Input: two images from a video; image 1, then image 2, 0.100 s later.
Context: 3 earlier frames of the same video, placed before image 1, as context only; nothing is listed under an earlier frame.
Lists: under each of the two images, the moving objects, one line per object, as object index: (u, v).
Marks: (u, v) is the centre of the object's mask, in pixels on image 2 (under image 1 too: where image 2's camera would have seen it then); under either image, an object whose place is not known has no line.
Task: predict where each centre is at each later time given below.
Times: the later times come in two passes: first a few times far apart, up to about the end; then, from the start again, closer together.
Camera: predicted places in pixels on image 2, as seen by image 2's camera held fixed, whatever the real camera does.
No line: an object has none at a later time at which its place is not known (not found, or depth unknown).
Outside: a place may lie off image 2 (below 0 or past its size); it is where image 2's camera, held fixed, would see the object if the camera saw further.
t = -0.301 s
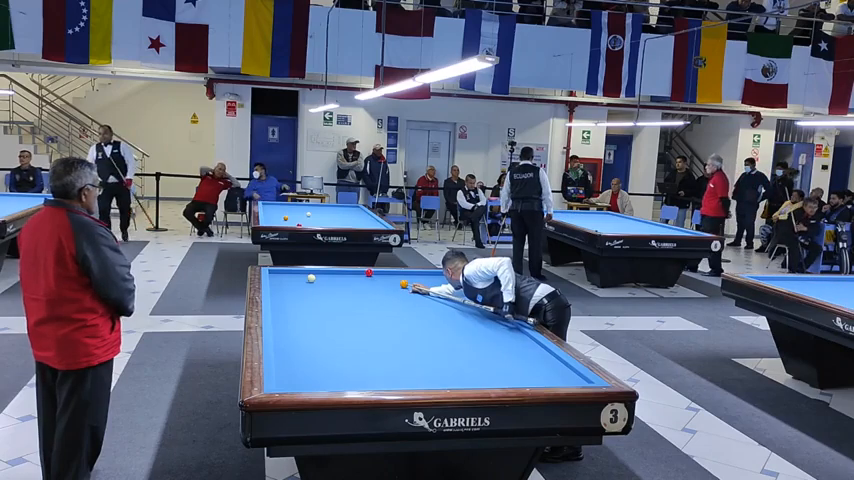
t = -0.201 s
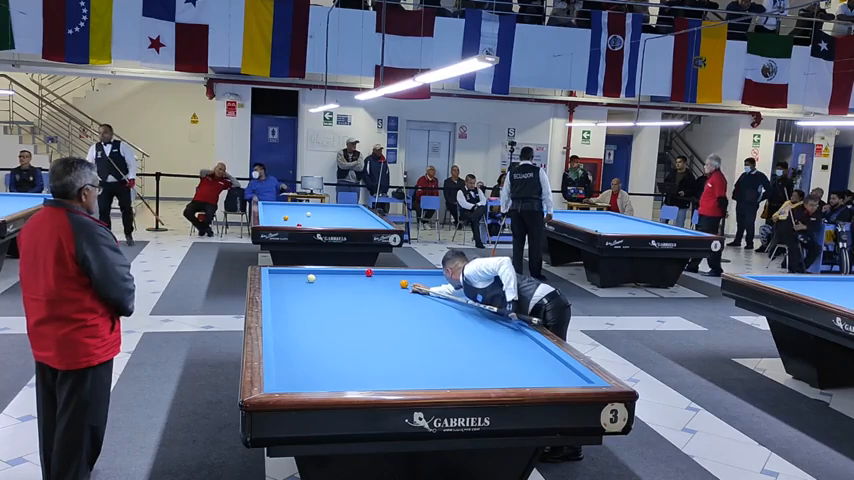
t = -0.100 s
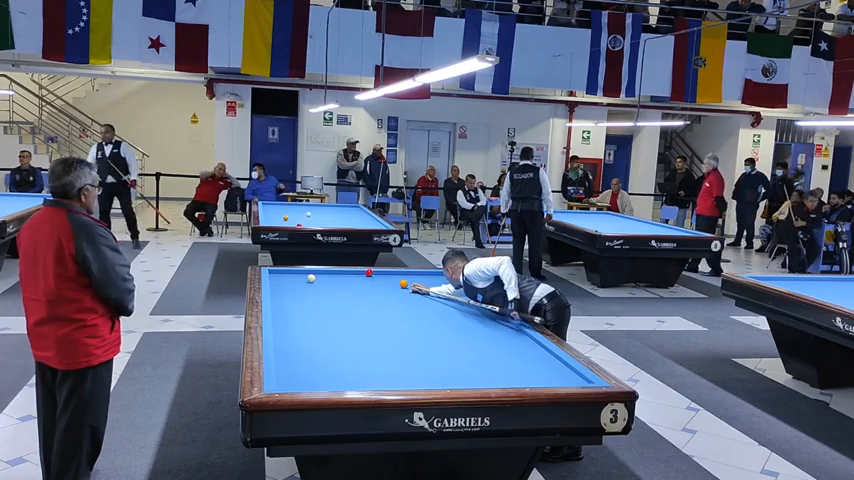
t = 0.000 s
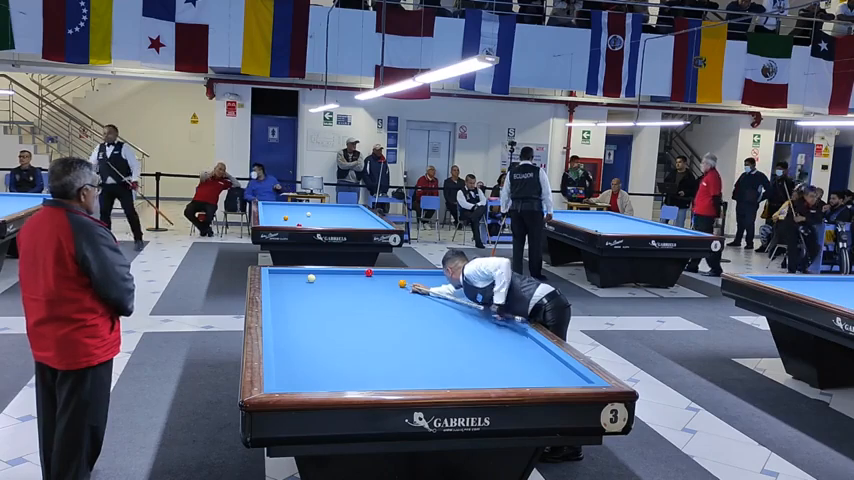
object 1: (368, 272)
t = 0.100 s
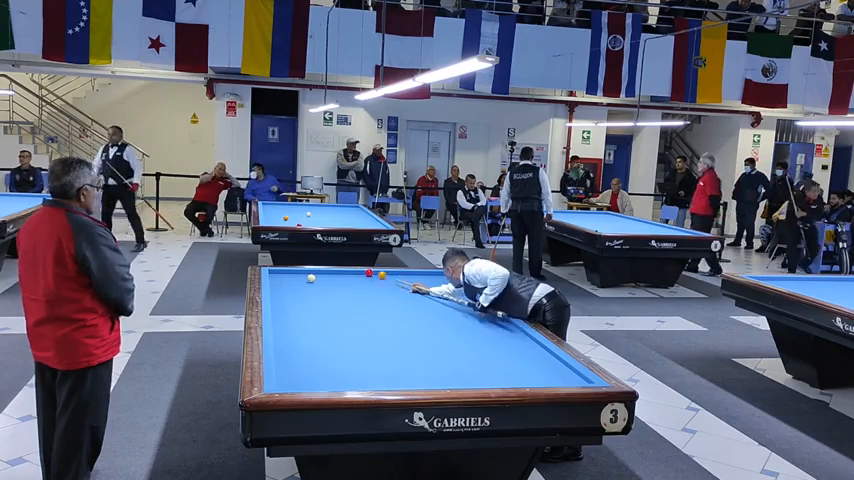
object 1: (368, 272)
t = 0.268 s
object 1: (354, 272)
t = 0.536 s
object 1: (331, 272)
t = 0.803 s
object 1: (308, 271)
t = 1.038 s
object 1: (288, 271)
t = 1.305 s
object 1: (272, 271)
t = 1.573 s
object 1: (284, 271)
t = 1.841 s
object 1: (295, 271)
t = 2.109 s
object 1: (306, 271)
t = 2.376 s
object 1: (316, 271)
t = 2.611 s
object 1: (325, 272)
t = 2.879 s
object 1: (334, 272)
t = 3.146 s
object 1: (343, 272)
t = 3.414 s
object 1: (352, 272)
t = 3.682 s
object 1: (359, 272)
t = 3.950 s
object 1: (367, 272)
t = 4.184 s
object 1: (372, 273)
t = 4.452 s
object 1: (379, 273)
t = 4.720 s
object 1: (385, 273)
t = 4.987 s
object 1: (390, 273)
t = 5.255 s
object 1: (395, 273)
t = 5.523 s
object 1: (400, 273)
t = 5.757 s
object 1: (404, 273)
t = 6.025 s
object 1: (407, 274)
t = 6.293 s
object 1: (410, 274)
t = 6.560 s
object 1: (414, 274)
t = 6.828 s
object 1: (416, 274)
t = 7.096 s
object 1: (419, 273)
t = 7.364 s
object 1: (421, 274)
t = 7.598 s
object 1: (422, 274)
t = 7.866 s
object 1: (422, 274)
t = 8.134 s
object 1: (423, 274)
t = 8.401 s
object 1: (423, 274)
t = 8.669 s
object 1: (423, 274)
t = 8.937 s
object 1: (423, 274)
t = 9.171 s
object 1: (423, 274)
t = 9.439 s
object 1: (423, 274)
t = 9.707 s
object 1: (423, 274)
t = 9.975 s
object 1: (423, 274)
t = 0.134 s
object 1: (368, 272)
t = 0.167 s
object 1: (364, 272)
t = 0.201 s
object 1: (360, 272)
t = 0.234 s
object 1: (357, 272)
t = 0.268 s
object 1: (354, 272)
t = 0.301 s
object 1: (351, 272)
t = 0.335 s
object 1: (348, 272)
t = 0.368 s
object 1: (345, 272)
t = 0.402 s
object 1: (342, 272)
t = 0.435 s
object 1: (340, 272)
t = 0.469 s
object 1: (337, 272)
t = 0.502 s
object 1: (334, 272)
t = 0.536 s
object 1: (331, 272)
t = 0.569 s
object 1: (328, 272)
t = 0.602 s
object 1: (325, 272)
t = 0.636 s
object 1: (322, 271)
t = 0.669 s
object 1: (320, 271)
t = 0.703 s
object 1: (316, 271)
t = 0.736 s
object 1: (314, 271)
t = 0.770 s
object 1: (311, 270)
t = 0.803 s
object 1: (308, 271)
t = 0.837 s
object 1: (306, 271)
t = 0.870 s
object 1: (303, 271)
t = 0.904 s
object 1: (299, 271)
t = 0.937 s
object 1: (297, 271)
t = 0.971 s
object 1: (294, 271)
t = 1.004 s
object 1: (291, 271)
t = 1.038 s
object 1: (288, 271)
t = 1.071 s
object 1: (286, 271)
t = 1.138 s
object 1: (281, 271)
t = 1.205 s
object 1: (278, 271)
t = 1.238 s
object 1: (275, 271)
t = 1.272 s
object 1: (272, 270)
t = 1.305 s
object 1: (272, 271)
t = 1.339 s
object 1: (274, 270)
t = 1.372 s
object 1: (275, 271)
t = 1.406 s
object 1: (277, 271)
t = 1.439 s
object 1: (279, 271)
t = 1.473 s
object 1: (280, 271)
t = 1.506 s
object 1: (282, 271)
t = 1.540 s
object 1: (283, 271)
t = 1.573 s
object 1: (284, 271)
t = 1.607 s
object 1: (285, 271)
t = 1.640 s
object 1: (286, 271)
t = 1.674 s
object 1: (288, 271)
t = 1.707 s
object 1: (290, 271)
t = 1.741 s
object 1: (291, 271)
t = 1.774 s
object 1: (292, 271)
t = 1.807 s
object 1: (294, 271)
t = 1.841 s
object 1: (295, 271)
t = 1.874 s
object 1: (297, 271)
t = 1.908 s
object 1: (298, 271)
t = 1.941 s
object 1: (299, 271)
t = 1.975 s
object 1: (301, 271)
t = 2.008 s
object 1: (302, 271)
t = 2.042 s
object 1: (303, 271)
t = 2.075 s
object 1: (304, 271)
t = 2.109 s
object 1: (306, 271)
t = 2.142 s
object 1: (307, 271)
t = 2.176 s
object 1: (308, 271)
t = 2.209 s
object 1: (310, 271)
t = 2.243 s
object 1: (311, 271)
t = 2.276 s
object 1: (311, 271)
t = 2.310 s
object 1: (314, 271)
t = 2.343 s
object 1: (314, 271)
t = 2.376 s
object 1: (316, 271)
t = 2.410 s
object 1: (319, 272)
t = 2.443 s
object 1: (320, 271)
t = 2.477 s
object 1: (321, 272)
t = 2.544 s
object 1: (323, 272)
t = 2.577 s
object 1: (324, 272)
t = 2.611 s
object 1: (325, 272)
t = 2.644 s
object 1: (326, 272)
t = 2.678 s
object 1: (327, 272)
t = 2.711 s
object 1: (329, 272)
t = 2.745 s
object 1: (330, 272)
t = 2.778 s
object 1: (330, 272)
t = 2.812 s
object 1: (332, 272)
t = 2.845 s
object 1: (333, 272)
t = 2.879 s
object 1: (334, 272)
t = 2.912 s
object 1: (335, 272)
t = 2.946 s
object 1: (336, 272)
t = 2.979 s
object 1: (338, 272)
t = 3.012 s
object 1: (339, 272)
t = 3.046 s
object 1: (339, 272)
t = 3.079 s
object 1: (341, 272)
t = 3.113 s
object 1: (342, 272)
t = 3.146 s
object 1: (343, 272)
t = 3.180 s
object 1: (344, 272)
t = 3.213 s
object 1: (345, 272)
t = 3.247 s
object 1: (347, 272)
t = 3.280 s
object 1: (348, 272)
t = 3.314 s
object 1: (349, 272)
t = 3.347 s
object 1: (350, 272)
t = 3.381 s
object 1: (351, 272)
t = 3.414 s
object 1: (352, 272)
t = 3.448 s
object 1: (353, 272)
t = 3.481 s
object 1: (353, 272)
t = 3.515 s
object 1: (355, 272)
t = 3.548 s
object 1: (356, 272)
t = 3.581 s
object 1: (356, 272)
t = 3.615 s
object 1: (358, 272)
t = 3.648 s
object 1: (358, 272)
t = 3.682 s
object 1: (359, 272)
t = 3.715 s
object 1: (360, 272)
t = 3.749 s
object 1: (361, 272)
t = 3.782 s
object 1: (362, 272)
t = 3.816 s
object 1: (363, 272)
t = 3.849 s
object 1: (364, 272)
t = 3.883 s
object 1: (365, 272)
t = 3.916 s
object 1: (365, 272)
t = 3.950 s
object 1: (367, 272)
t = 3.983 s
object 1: (368, 272)
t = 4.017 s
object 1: (368, 273)
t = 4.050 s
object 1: (370, 272)
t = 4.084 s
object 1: (370, 273)
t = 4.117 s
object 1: (371, 272)
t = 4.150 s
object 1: (371, 273)
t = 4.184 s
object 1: (372, 273)
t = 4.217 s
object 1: (373, 273)
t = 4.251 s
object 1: (374, 273)
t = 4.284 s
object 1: (375, 273)
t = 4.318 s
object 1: (376, 273)
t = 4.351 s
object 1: (377, 273)
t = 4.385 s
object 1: (378, 273)
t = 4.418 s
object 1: (378, 273)
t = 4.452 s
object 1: (379, 273)
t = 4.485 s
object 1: (380, 273)
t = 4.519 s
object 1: (380, 273)
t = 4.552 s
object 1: (381, 273)
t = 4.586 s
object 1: (382, 273)
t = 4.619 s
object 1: (382, 273)
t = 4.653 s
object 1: (383, 273)
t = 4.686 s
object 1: (384, 273)
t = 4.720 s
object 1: (385, 273)
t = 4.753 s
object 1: (386, 273)
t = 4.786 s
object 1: (387, 273)
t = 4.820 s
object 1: (387, 273)
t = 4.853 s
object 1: (387, 273)
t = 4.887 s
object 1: (388, 273)
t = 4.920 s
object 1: (388, 273)
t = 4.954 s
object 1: (389, 273)
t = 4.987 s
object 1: (390, 273)
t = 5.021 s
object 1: (391, 273)
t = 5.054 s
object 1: (391, 273)
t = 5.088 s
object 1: (392, 273)
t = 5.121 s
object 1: (393, 273)
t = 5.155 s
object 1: (394, 273)
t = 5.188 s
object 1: (394, 273)
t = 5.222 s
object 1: (395, 273)
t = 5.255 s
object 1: (395, 273)
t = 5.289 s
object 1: (396, 273)
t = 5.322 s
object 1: (397, 273)
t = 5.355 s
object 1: (397, 273)
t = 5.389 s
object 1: (398, 273)
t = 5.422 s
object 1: (398, 273)
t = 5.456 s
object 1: (399, 273)
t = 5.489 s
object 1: (399, 273)
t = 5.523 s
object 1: (400, 273)
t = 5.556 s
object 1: (401, 274)
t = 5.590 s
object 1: (401, 274)
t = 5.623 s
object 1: (402, 274)
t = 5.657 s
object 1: (402, 273)
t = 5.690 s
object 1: (403, 274)
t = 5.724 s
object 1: (404, 273)
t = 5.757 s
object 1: (404, 273)
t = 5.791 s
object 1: (404, 274)
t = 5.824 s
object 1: (404, 274)
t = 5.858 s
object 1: (405, 274)
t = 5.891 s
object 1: (405, 274)
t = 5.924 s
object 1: (406, 274)
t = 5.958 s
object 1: (407, 274)
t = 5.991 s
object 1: (407, 274)
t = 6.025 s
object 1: (407, 274)
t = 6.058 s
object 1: (408, 274)
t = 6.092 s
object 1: (408, 274)
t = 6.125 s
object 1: (409, 274)
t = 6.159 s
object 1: (409, 274)
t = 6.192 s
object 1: (409, 274)
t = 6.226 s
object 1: (410, 274)
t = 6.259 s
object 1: (410, 274)
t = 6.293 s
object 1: (410, 274)
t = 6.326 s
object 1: (411, 274)
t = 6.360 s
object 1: (411, 274)
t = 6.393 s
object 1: (412, 274)
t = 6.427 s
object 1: (412, 274)
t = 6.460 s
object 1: (413, 274)
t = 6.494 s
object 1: (413, 274)
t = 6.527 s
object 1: (413, 274)
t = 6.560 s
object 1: (414, 274)
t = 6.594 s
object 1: (414, 274)
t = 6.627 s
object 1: (415, 274)
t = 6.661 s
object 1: (415, 274)
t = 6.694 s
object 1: (415, 274)
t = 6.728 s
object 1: (416, 274)
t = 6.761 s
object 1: (416, 274)
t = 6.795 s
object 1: (416, 274)
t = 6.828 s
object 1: (416, 274)
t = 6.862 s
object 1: (416, 274)
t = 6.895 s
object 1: (416, 274)
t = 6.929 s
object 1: (416, 273)
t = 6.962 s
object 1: (416, 273)
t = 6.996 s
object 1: (416, 273)
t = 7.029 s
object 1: (418, 273)
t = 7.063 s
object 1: (418, 273)
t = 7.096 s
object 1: (419, 273)
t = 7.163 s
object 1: (420, 273)
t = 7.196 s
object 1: (420, 274)
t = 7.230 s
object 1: (420, 274)
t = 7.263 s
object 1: (420, 274)
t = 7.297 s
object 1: (420, 274)
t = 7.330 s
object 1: (420, 274)
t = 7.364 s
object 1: (421, 274)
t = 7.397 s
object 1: (421, 274)
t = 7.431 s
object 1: (421, 274)
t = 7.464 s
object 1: (421, 274)
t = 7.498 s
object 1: (421, 274)
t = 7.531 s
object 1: (421, 274)
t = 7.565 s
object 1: (422, 274)
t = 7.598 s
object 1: (422, 274)
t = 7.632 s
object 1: (422, 274)
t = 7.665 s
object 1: (422, 274)
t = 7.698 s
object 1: (422, 274)
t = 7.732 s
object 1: (422, 274)
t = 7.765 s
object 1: (422, 274)
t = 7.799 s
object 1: (422, 274)
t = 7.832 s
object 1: (422, 274)
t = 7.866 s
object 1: (422, 274)
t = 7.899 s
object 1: (422, 274)
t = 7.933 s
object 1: (423, 274)
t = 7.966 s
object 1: (423, 274)
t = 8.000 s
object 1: (423, 274)
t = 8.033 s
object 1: (423, 274)
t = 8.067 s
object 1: (423, 274)
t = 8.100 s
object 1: (423, 274)
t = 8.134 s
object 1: (423, 274)
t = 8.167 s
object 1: (423, 274)
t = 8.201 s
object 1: (423, 274)
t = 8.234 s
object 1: (423, 274)
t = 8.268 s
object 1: (423, 274)
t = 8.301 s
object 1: (423, 274)
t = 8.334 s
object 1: (423, 274)
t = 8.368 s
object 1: (423, 274)
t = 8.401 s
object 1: (423, 274)
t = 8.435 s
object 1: (423, 274)
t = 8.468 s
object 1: (423, 274)
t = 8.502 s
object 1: (423, 274)
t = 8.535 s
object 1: (423, 274)
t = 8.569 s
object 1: (423, 274)
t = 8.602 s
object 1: (423, 274)
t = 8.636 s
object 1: (423, 274)
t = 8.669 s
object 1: (423, 274)
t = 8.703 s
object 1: (423, 274)
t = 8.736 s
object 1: (423, 274)
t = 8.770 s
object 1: (423, 274)
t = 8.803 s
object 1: (423, 274)
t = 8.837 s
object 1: (423, 274)
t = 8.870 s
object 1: (423, 274)
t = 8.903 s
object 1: (423, 274)
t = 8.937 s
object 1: (423, 274)
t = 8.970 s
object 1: (423, 274)
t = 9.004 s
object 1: (423, 274)
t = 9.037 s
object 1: (423, 274)
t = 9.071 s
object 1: (423, 274)
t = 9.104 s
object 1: (423, 274)
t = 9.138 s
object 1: (423, 274)
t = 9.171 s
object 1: (423, 274)
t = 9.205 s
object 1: (423, 274)
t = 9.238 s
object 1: (423, 274)
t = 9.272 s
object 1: (423, 274)
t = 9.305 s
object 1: (423, 274)
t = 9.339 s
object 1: (423, 274)
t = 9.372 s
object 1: (423, 274)
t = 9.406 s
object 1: (423, 274)
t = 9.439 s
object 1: (423, 274)
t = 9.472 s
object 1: (423, 274)
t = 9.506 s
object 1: (423, 274)
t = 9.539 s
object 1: (423, 274)
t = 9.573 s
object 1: (423, 274)
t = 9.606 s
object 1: (423, 274)
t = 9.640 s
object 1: (423, 274)
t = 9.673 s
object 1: (423, 274)
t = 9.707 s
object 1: (423, 274)
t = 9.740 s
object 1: (423, 274)
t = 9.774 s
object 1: (423, 274)
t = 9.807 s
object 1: (423, 274)
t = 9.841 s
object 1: (423, 274)
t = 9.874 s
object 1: (423, 274)
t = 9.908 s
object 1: (423, 274)
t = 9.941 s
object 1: (423, 274)
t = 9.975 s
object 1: (423, 274)
